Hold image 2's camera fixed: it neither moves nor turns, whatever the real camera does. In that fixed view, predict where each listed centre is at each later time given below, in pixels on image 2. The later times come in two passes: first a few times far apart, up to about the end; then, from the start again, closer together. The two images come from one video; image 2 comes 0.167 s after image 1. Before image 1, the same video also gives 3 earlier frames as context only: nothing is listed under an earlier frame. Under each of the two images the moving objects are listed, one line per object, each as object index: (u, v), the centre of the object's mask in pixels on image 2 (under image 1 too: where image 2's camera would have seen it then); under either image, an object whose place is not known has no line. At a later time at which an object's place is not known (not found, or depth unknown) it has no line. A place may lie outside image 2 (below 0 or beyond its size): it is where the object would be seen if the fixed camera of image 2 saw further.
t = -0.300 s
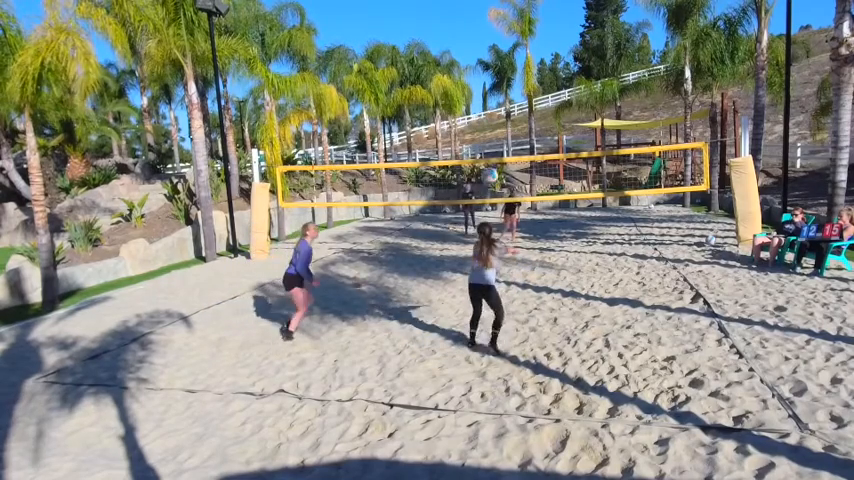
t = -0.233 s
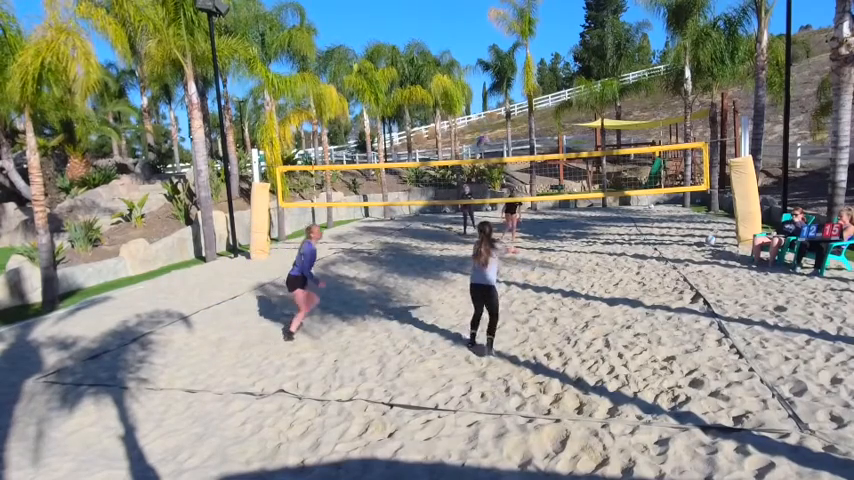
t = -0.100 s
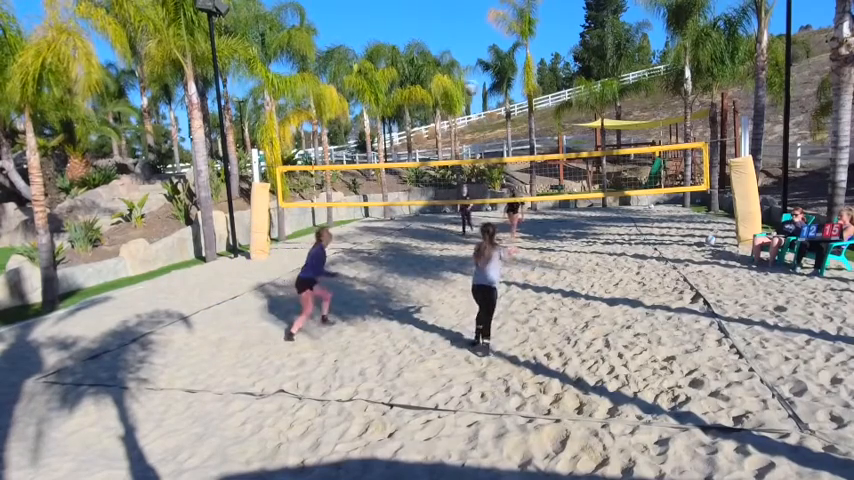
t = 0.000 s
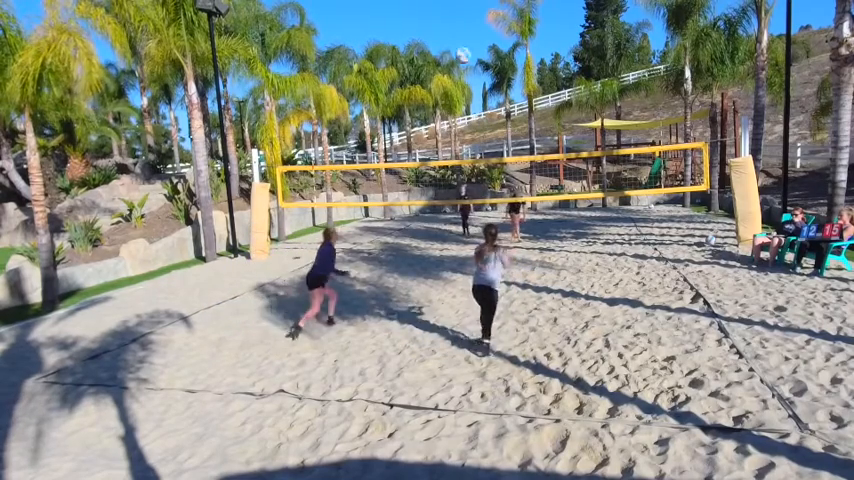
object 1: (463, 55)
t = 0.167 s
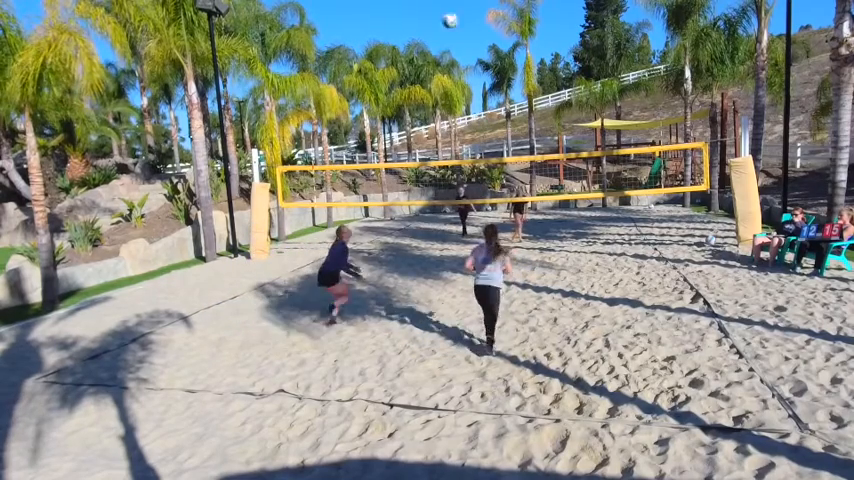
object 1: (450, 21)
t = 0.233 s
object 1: (445, 13)
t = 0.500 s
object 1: (427, 12)
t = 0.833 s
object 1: (411, 75)
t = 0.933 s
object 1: (407, 106)
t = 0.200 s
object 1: (447, 16)
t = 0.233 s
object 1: (445, 13)
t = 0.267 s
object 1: (443, 10)
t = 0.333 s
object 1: (438, 7)
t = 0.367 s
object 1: (435, 6)
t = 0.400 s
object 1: (433, 7)
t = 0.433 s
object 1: (432, 8)
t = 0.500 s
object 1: (427, 12)
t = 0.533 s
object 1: (425, 15)
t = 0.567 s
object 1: (423, 20)
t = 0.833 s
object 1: (411, 75)
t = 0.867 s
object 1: (410, 85)
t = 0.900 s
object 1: (409, 95)
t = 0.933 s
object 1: (407, 106)
